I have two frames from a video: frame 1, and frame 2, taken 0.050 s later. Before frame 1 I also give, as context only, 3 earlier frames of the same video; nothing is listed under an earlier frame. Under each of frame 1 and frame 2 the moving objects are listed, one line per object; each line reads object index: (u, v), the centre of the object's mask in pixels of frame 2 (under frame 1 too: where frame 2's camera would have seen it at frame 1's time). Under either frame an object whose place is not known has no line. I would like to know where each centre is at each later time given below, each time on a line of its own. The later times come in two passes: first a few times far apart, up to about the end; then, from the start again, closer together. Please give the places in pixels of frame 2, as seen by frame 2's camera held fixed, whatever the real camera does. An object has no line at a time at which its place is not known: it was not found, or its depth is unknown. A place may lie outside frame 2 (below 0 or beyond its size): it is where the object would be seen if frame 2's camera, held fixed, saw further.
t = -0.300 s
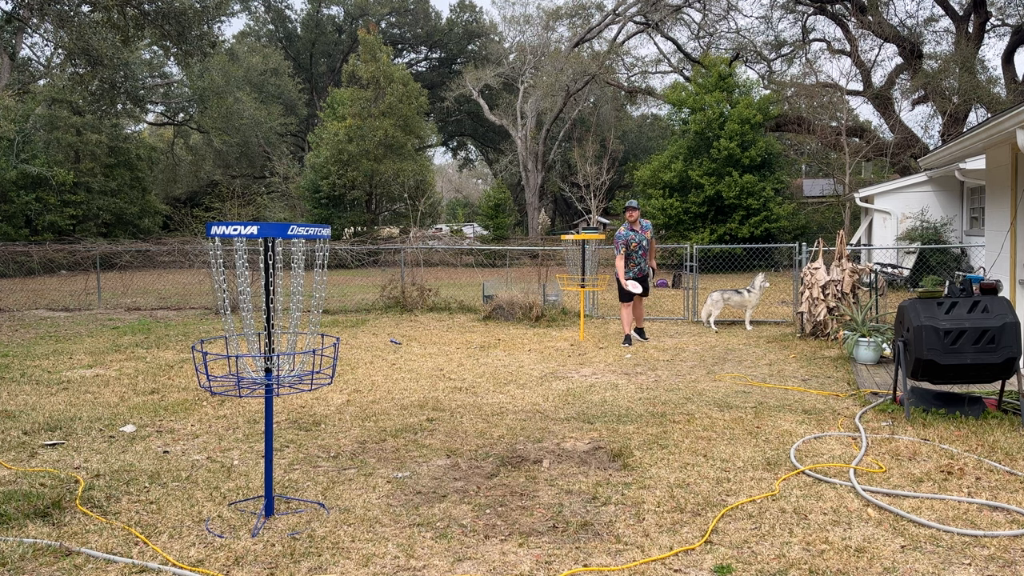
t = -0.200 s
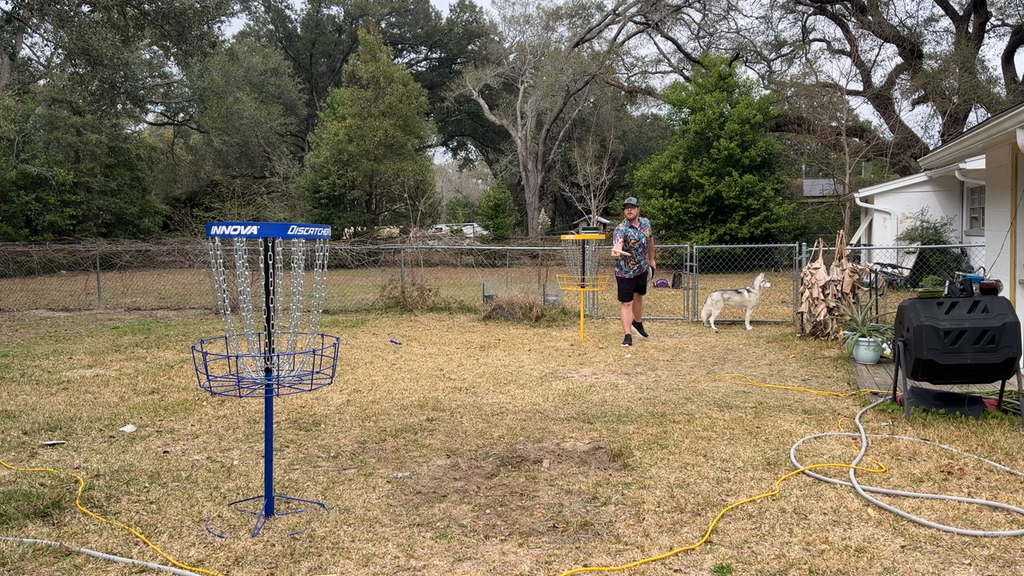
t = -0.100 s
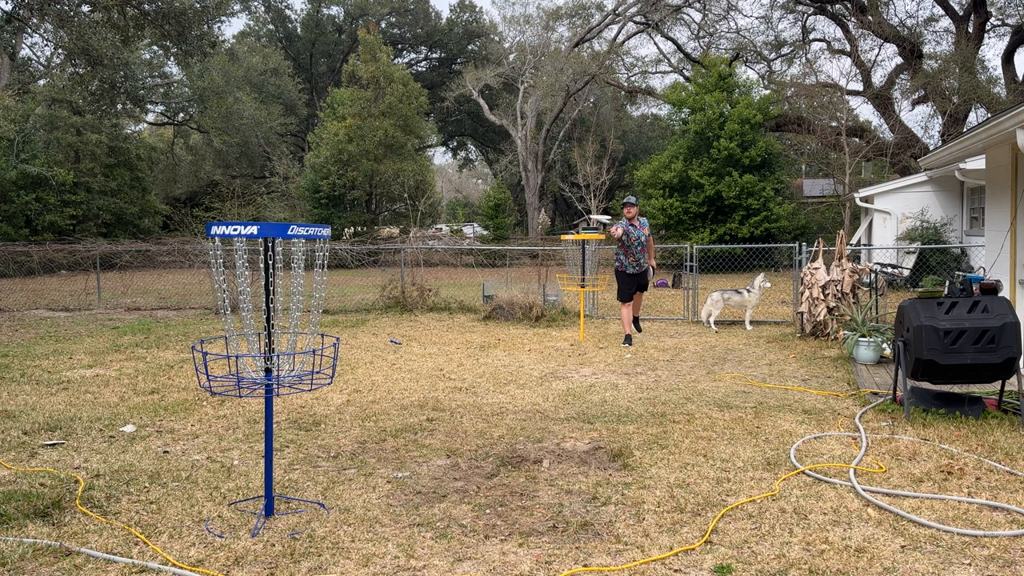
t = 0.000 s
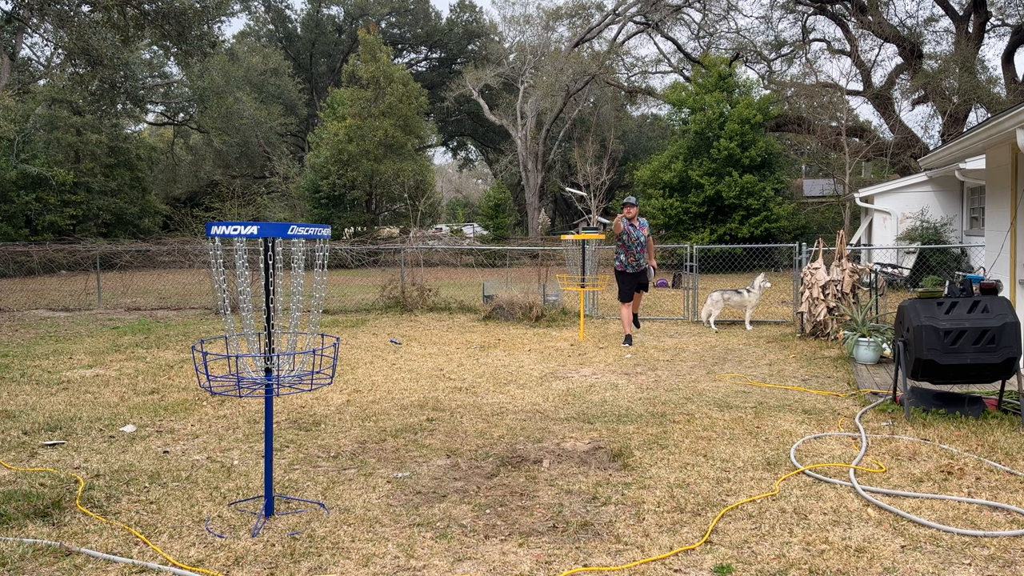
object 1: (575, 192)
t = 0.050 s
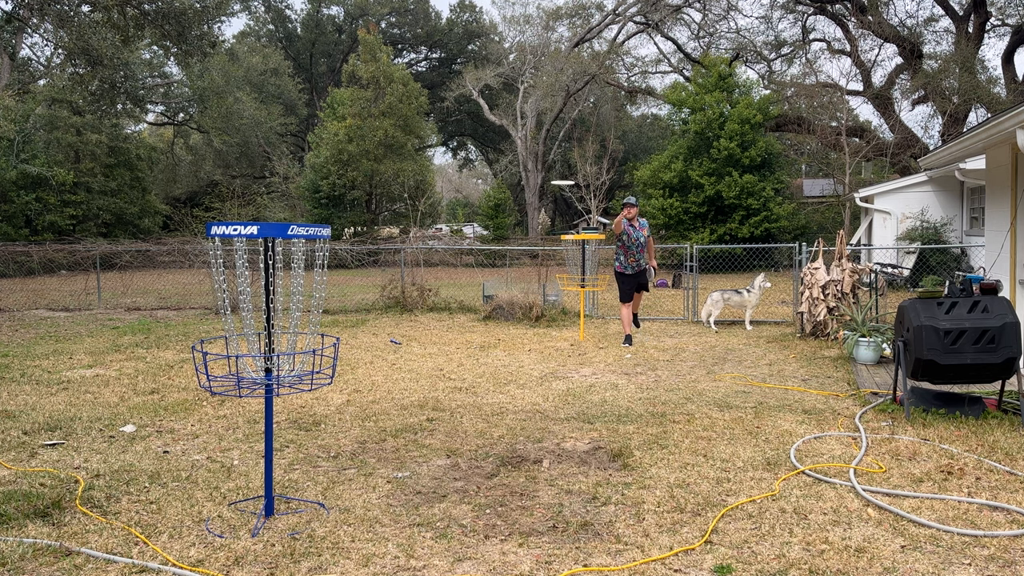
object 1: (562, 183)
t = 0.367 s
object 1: (447, 186)
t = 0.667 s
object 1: (282, 304)
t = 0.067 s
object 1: (557, 180)
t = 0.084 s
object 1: (553, 178)
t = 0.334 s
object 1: (462, 180)
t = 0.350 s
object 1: (455, 183)
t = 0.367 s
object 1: (447, 186)
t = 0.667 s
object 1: (282, 304)
